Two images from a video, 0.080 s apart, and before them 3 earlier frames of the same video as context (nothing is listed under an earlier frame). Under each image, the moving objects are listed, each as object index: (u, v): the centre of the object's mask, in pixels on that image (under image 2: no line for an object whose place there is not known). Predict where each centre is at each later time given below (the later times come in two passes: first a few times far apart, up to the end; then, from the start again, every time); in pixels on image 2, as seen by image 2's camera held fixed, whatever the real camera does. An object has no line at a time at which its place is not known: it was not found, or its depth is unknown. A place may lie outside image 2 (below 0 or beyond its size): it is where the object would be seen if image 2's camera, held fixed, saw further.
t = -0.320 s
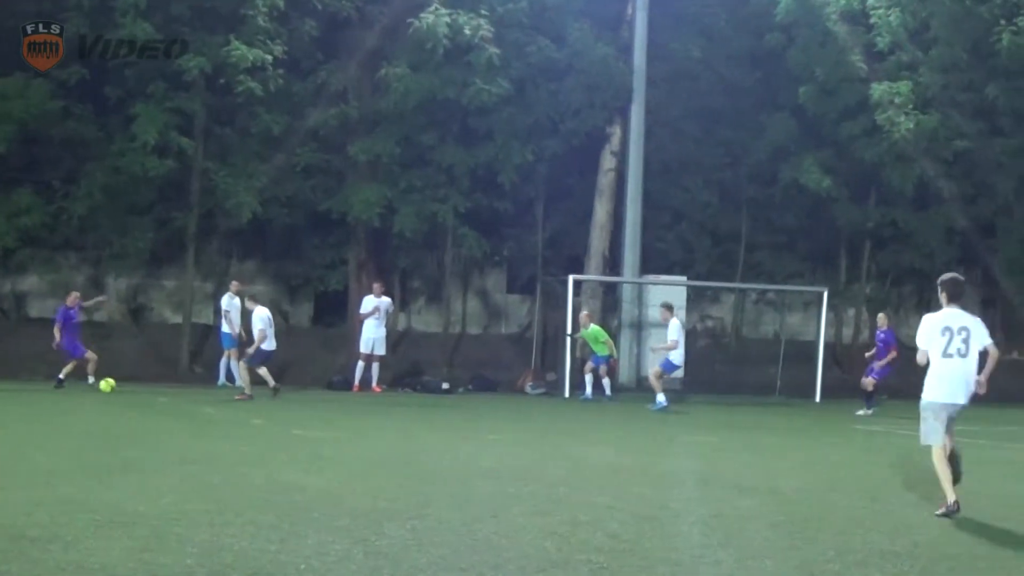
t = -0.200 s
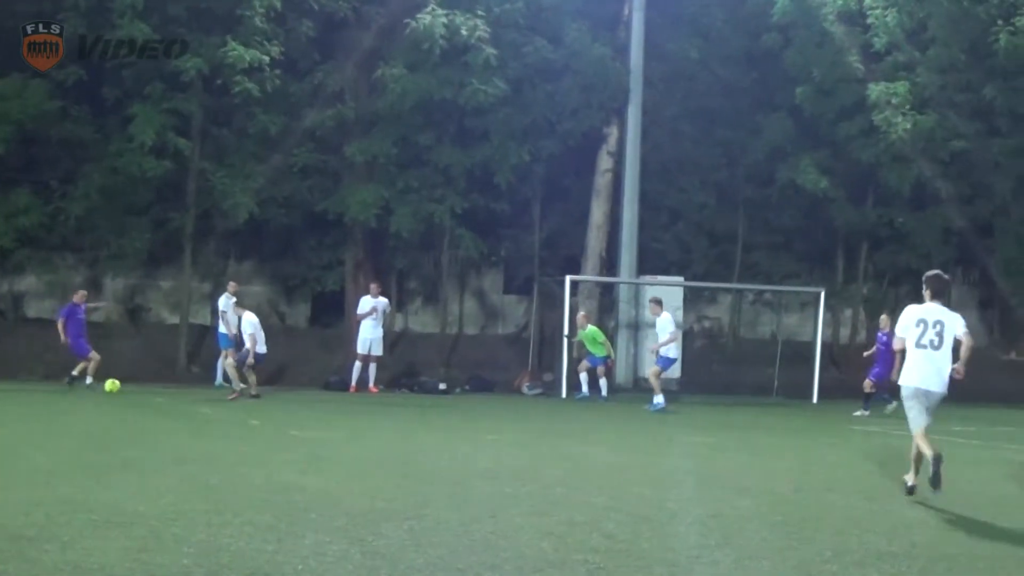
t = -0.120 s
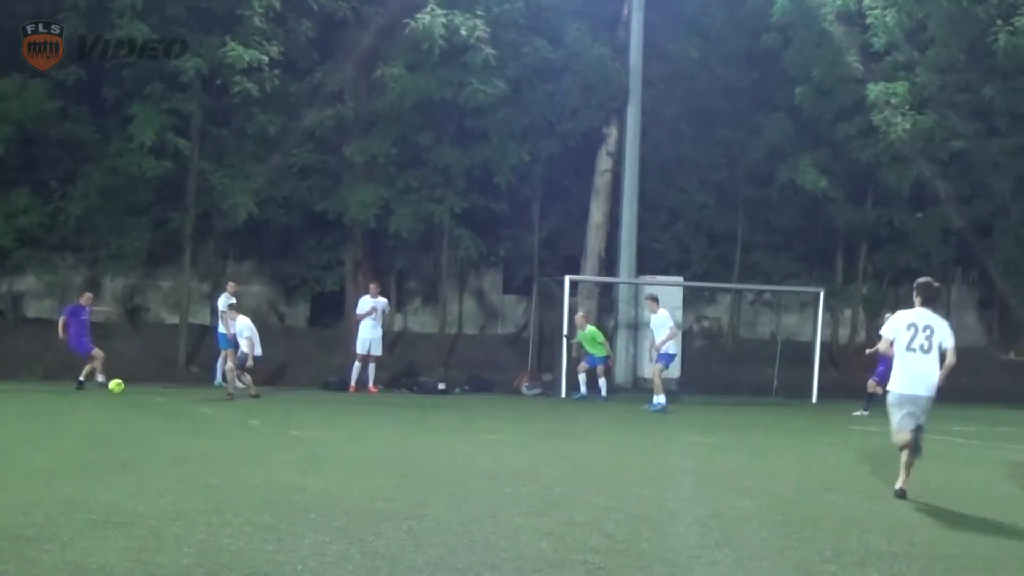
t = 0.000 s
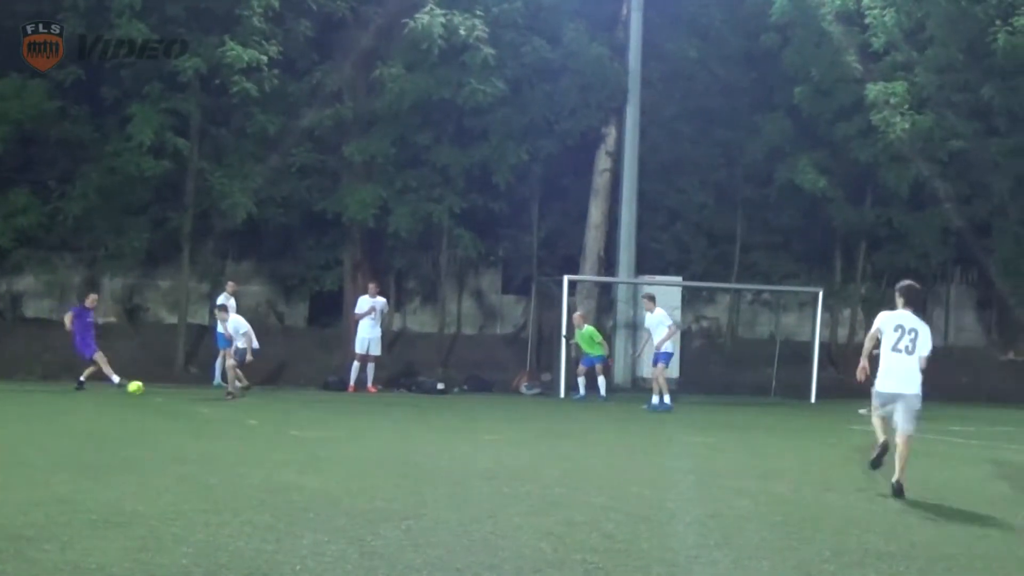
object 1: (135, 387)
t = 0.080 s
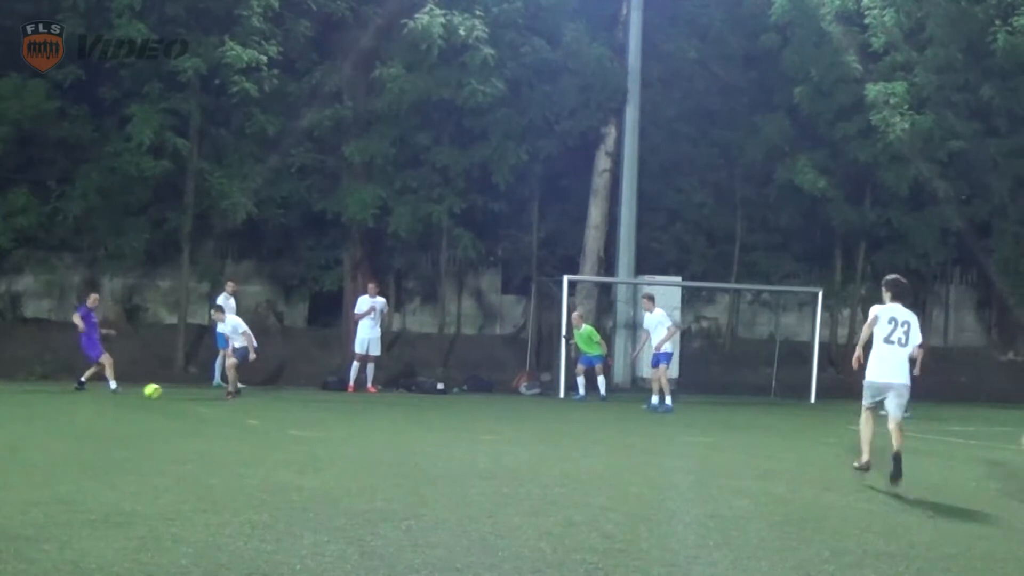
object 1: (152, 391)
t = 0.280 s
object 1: (195, 397)
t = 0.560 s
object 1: (252, 409)
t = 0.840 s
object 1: (300, 415)
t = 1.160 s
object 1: (354, 429)
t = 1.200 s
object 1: (360, 431)
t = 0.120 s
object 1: (161, 392)
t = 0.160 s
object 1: (170, 394)
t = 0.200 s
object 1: (178, 394)
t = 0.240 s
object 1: (187, 395)
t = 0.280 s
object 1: (195, 397)
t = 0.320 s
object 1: (204, 400)
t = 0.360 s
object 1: (211, 401)
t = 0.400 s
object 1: (220, 402)
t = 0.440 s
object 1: (229, 404)
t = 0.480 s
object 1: (238, 406)
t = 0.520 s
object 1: (244, 406)
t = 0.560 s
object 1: (252, 409)
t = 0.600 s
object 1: (259, 410)
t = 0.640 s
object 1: (266, 409)
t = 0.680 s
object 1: (273, 411)
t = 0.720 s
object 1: (281, 414)
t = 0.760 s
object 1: (286, 415)
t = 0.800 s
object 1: (293, 415)
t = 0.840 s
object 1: (300, 415)
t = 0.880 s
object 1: (306, 417)
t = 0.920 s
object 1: (313, 421)
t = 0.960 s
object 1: (321, 422)
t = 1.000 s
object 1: (327, 421)
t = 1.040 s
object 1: (334, 423)
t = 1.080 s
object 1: (341, 427)
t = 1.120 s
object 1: (346, 429)
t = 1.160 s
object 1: (354, 429)
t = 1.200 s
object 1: (360, 431)
